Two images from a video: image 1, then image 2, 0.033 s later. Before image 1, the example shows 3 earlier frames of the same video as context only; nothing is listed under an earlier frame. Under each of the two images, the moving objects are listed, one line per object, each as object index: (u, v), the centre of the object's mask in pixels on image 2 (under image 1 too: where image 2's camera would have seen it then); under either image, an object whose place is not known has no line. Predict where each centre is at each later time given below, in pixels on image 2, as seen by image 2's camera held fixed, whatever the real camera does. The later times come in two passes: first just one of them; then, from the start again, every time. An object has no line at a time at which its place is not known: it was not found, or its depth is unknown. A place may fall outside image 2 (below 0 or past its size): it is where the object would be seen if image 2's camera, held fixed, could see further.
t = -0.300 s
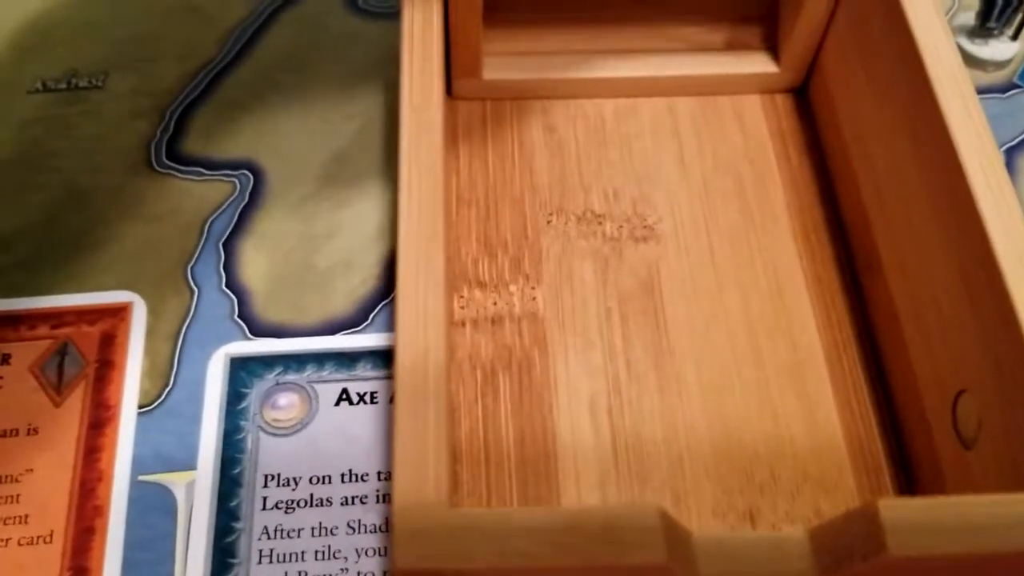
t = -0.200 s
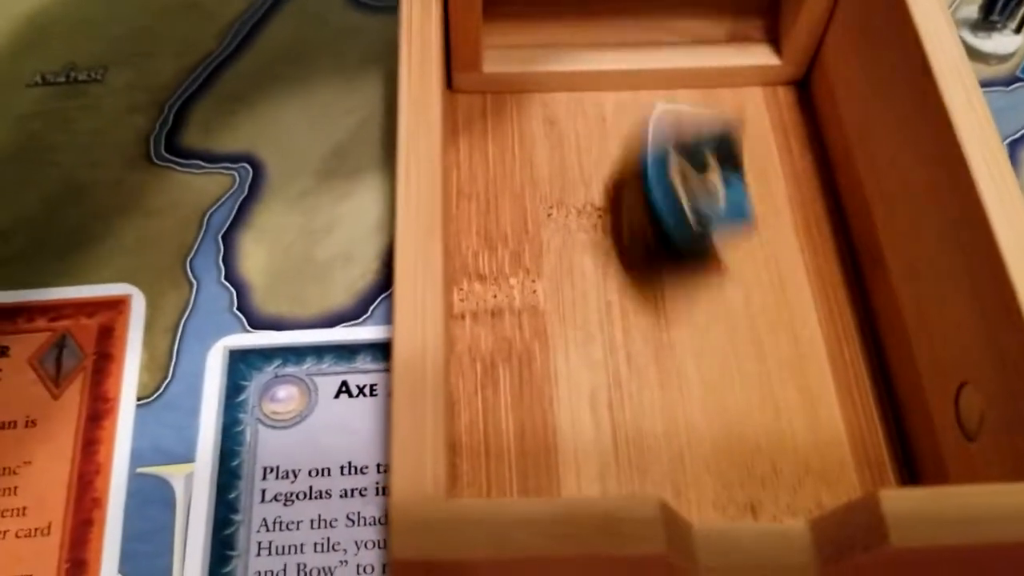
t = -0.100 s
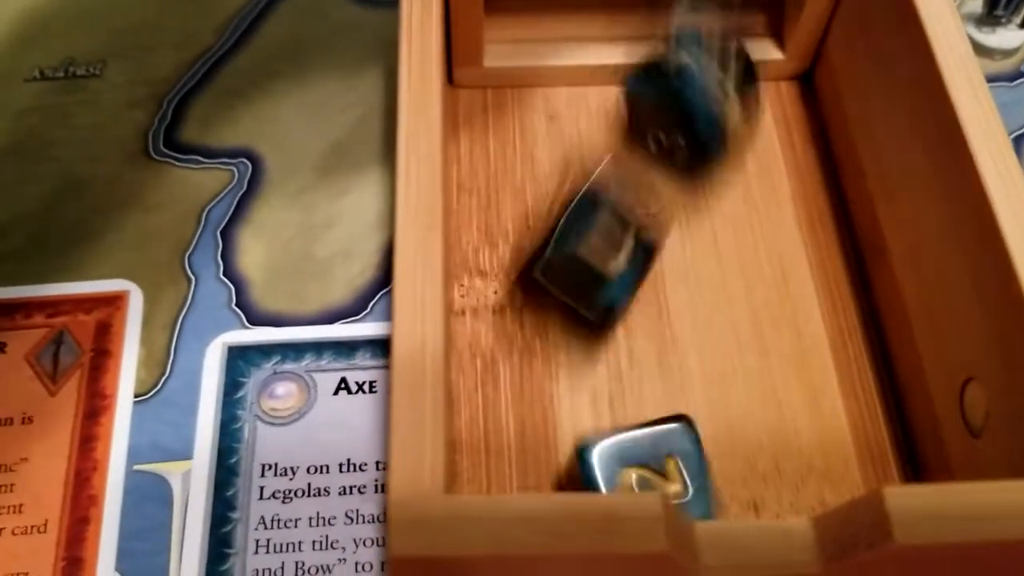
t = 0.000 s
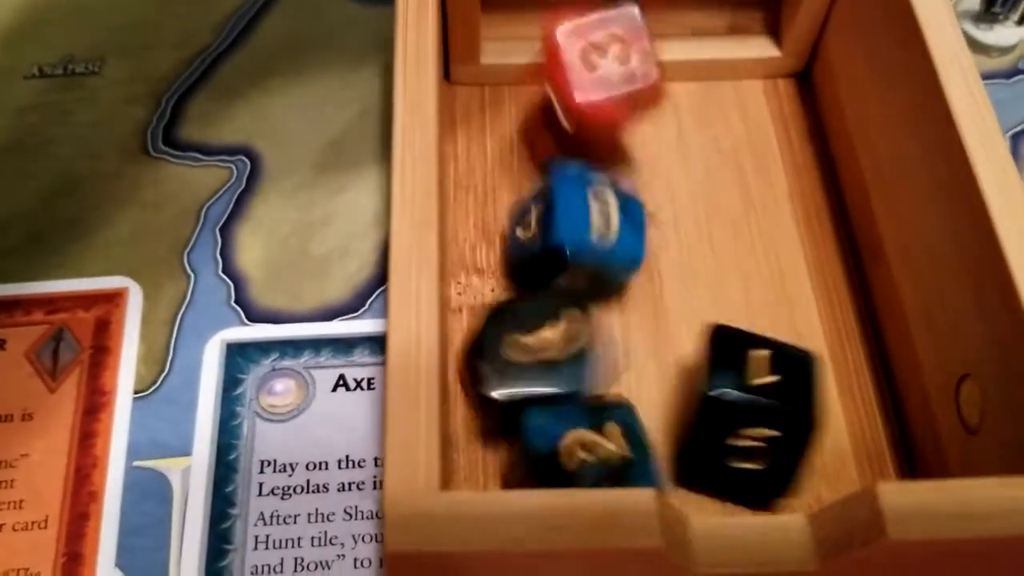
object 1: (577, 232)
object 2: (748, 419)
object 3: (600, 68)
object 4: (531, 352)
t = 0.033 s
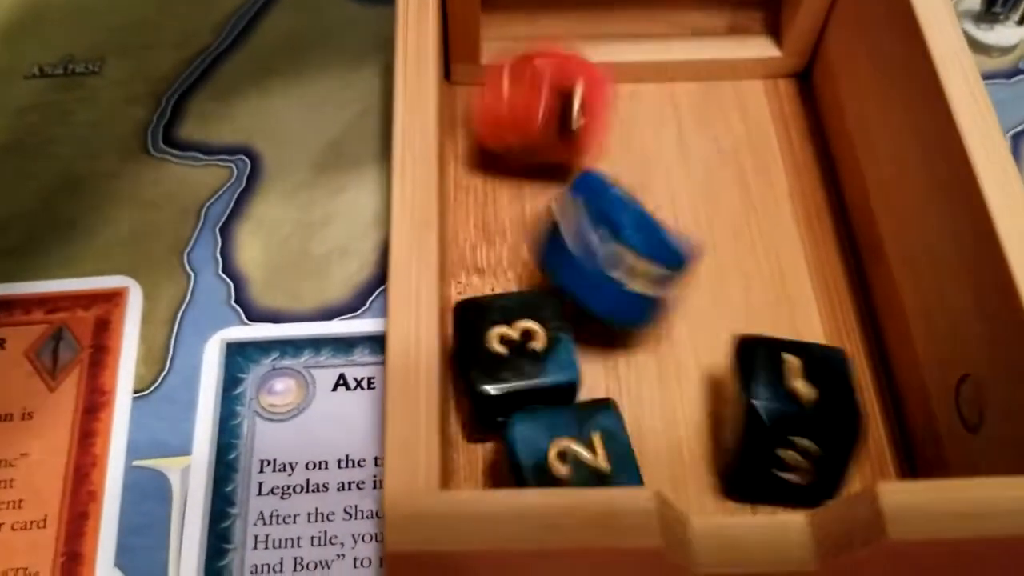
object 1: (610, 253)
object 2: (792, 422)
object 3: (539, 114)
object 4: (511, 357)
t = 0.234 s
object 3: (653, 99)
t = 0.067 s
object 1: (667, 286)
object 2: (817, 431)
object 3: (518, 84)
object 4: (527, 354)
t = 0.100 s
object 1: (721, 306)
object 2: (833, 439)
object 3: (544, 98)
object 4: (532, 351)
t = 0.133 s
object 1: (774, 324)
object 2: (844, 443)
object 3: (577, 94)
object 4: (533, 352)
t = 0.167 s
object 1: (801, 325)
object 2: (853, 447)
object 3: (612, 95)
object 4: (533, 351)
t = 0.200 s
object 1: (831, 329)
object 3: (637, 96)
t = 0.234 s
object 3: (653, 99)
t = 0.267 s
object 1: (847, 332)
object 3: (658, 99)
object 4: (533, 351)
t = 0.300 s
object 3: (658, 99)
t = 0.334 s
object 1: (847, 332)
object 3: (658, 99)
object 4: (533, 351)
